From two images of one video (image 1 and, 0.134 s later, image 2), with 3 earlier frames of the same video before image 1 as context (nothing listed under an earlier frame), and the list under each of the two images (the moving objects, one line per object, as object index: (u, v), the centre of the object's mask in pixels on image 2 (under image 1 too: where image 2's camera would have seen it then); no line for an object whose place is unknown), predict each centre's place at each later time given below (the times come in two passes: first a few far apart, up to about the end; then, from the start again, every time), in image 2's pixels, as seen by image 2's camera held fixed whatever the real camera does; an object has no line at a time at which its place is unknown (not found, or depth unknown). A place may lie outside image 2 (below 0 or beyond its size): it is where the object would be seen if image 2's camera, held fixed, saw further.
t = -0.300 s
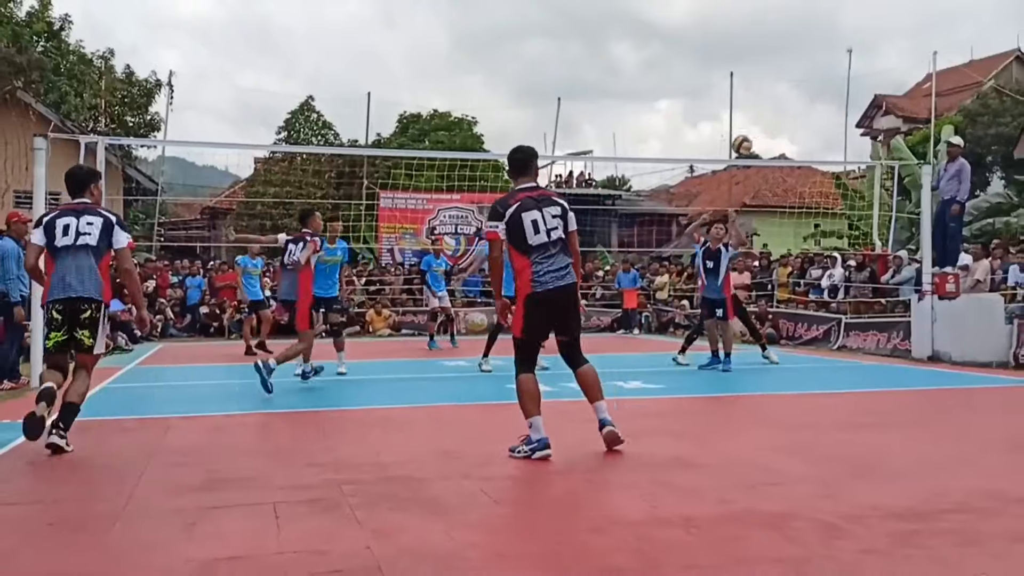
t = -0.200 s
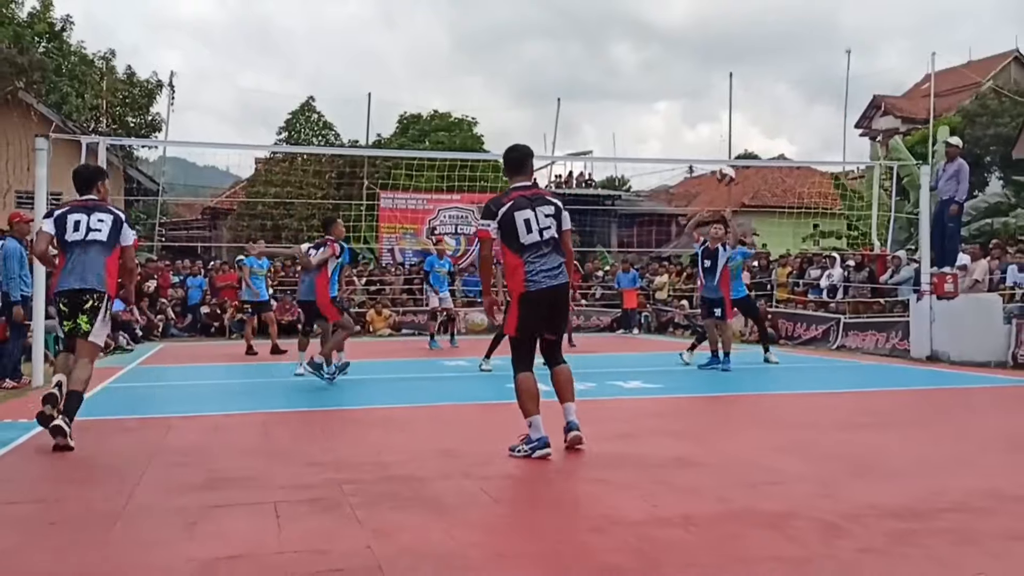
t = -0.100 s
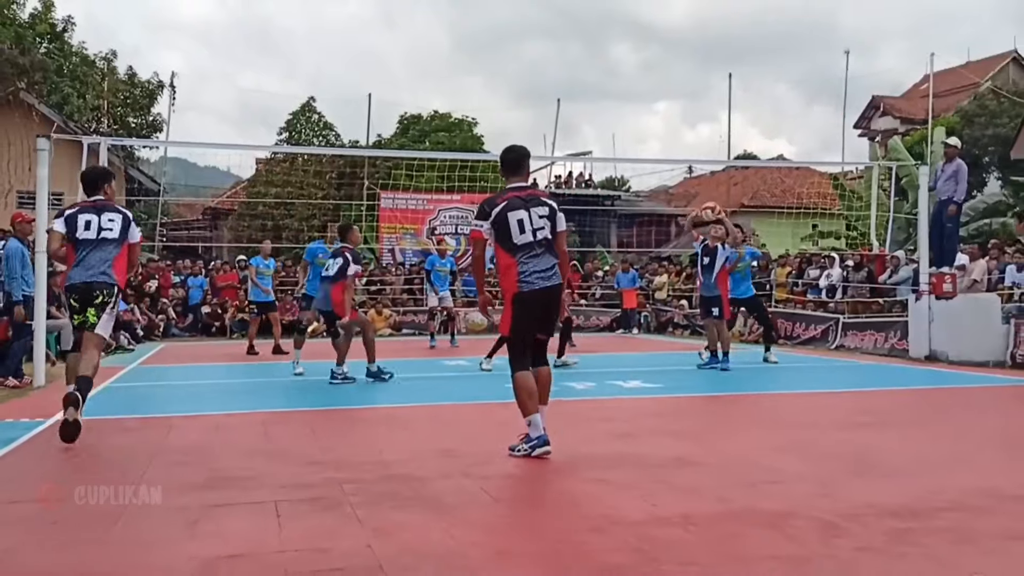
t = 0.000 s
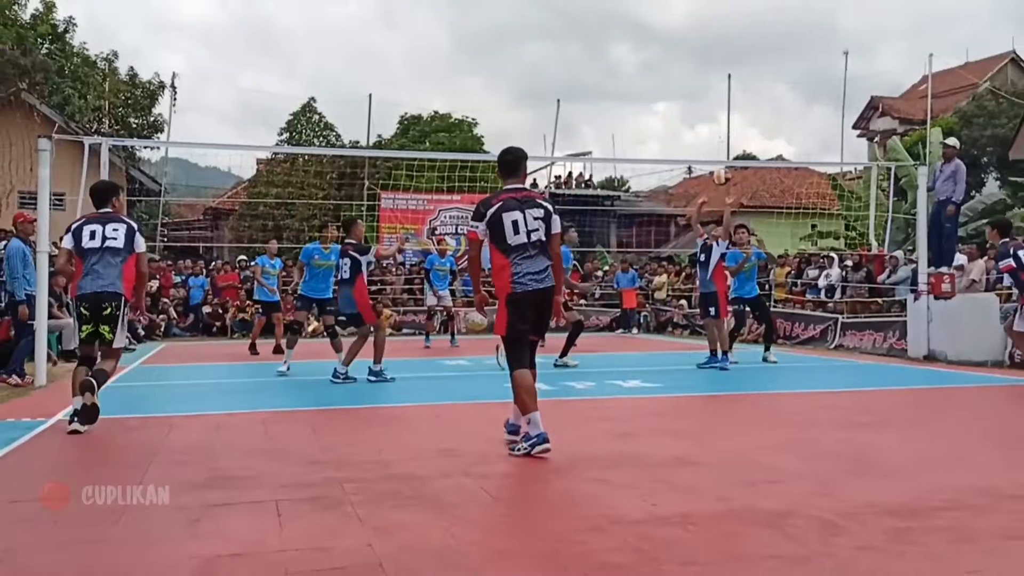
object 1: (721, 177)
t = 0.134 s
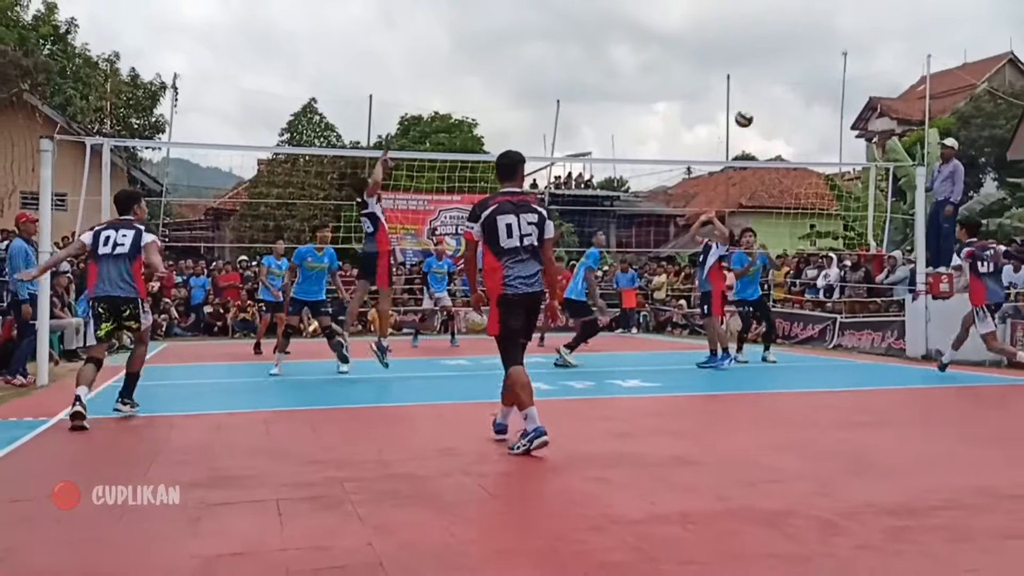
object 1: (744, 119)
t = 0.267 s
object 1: (765, 76)
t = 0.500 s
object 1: (801, 38)
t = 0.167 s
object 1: (749, 107)
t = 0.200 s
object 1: (755, 96)
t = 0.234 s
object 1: (760, 85)
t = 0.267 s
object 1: (765, 76)
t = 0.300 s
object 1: (771, 68)
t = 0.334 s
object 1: (776, 61)
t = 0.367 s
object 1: (781, 54)
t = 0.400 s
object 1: (786, 48)
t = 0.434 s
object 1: (791, 44)
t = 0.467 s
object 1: (796, 40)
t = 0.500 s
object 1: (801, 38)
